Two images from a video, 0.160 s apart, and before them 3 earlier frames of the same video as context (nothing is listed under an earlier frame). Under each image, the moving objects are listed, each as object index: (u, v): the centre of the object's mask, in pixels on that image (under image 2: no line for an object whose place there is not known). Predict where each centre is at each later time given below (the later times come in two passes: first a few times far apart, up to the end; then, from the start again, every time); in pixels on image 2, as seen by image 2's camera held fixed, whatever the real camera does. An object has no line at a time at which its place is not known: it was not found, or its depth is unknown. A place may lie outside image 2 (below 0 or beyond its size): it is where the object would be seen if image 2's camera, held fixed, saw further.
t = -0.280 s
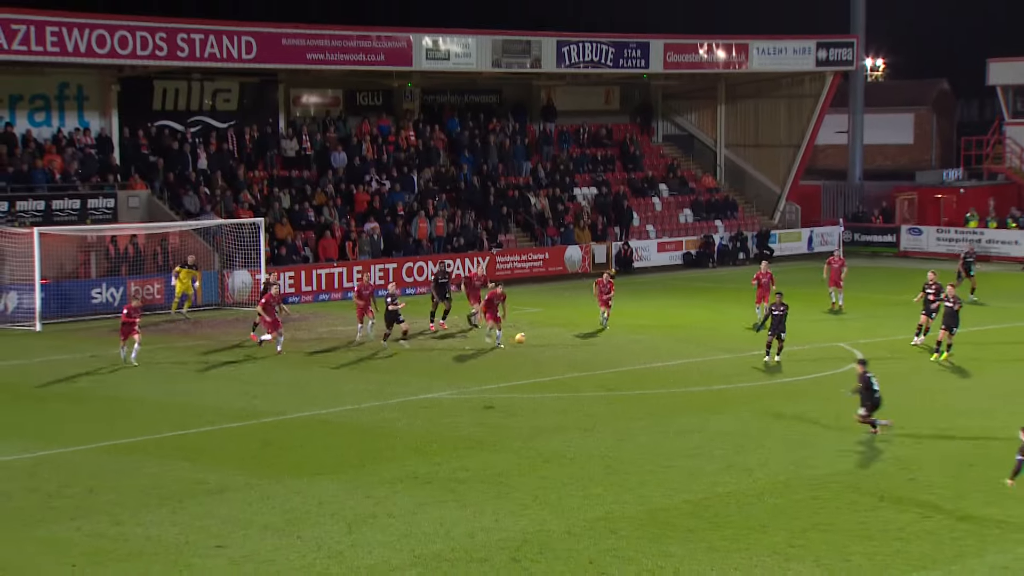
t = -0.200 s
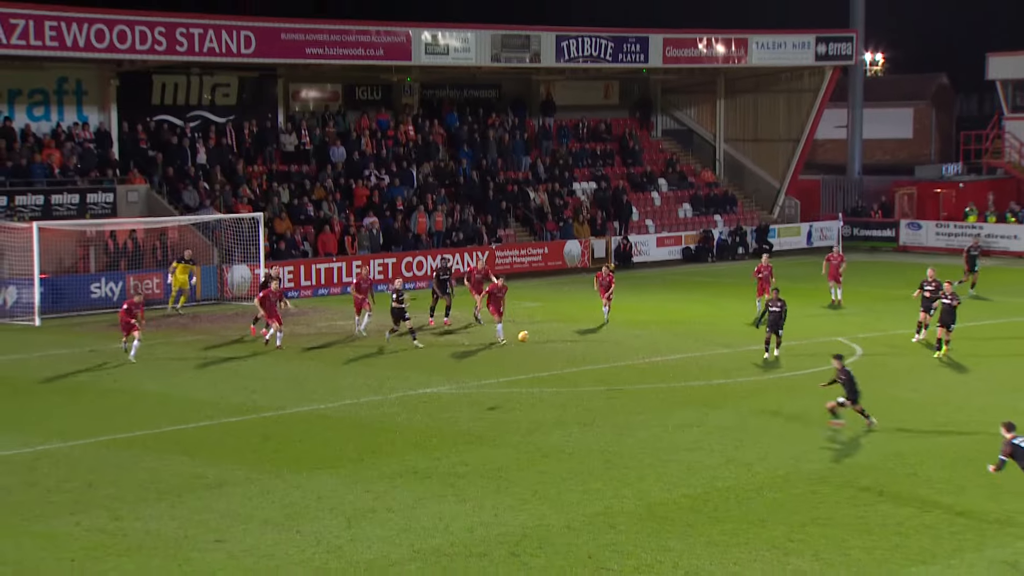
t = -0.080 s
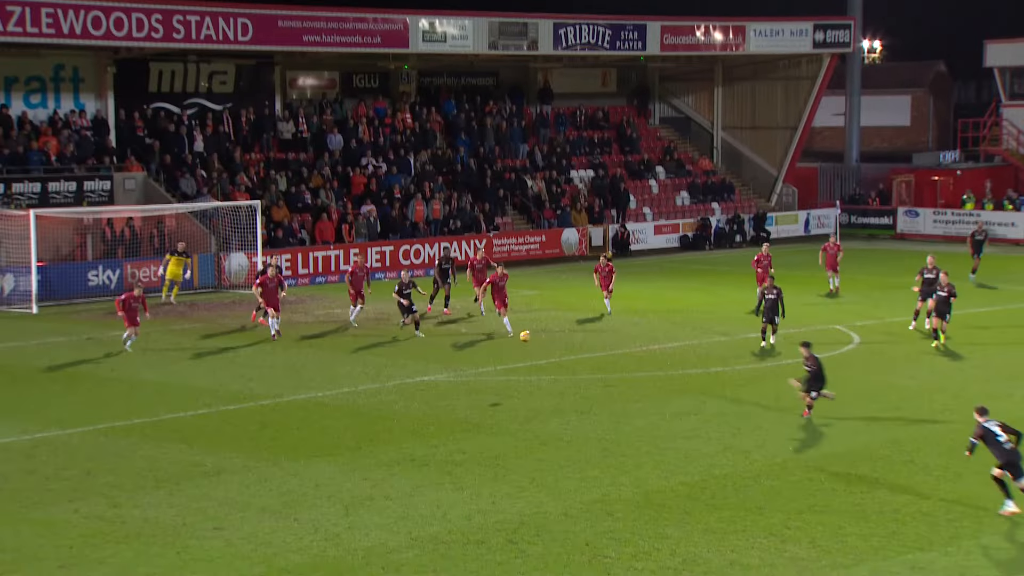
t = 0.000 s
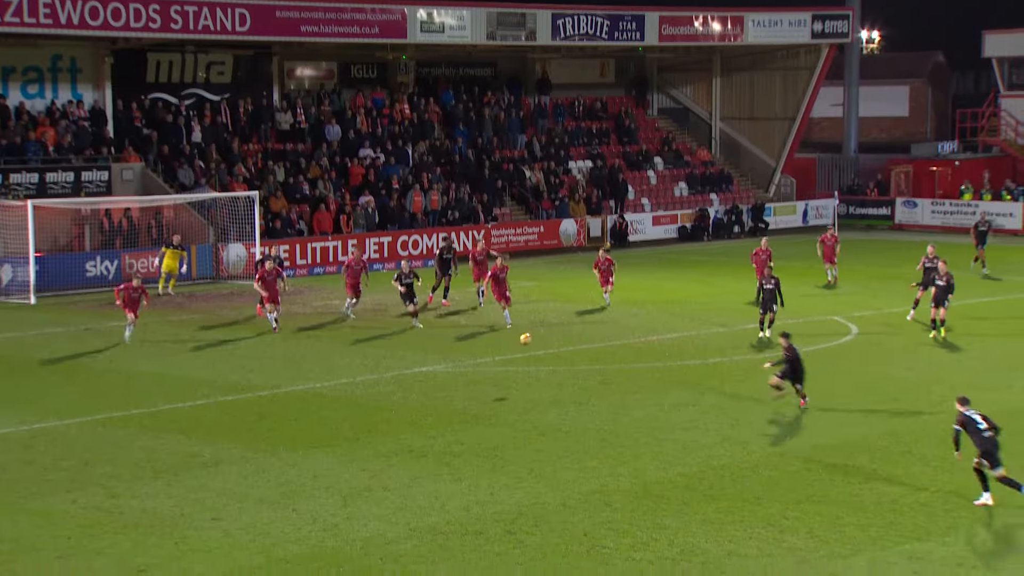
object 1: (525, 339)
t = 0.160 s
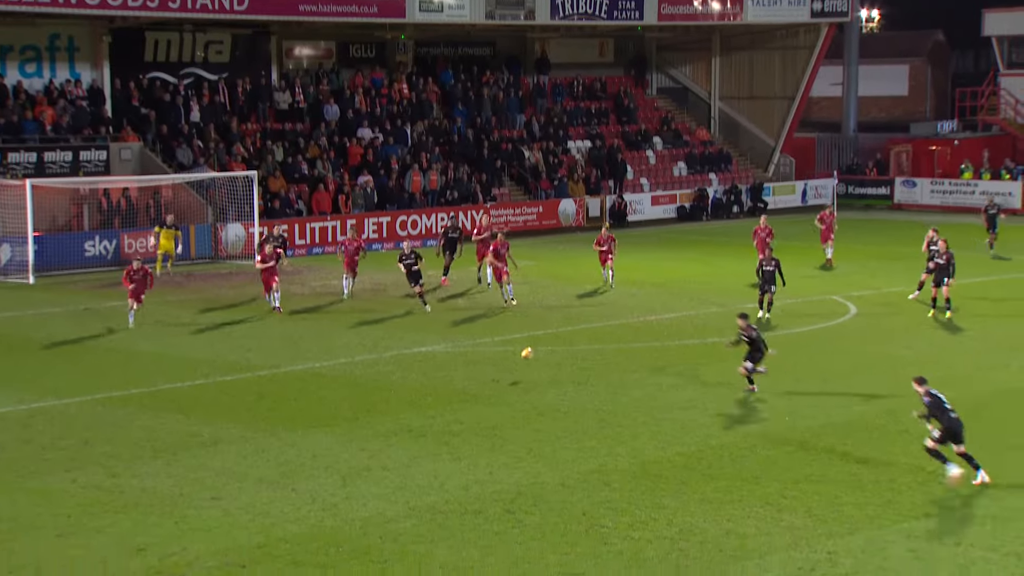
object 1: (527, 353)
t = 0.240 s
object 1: (527, 377)
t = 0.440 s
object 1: (527, 362)
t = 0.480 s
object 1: (527, 362)
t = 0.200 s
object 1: (527, 365)
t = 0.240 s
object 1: (527, 377)
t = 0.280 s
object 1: (527, 373)
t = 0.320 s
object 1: (527, 369)
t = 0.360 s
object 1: (528, 366)
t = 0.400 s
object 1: (528, 363)
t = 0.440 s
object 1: (527, 362)
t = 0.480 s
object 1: (527, 362)
